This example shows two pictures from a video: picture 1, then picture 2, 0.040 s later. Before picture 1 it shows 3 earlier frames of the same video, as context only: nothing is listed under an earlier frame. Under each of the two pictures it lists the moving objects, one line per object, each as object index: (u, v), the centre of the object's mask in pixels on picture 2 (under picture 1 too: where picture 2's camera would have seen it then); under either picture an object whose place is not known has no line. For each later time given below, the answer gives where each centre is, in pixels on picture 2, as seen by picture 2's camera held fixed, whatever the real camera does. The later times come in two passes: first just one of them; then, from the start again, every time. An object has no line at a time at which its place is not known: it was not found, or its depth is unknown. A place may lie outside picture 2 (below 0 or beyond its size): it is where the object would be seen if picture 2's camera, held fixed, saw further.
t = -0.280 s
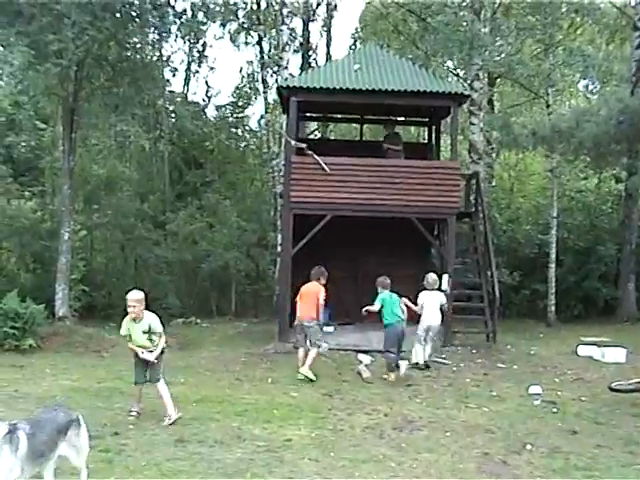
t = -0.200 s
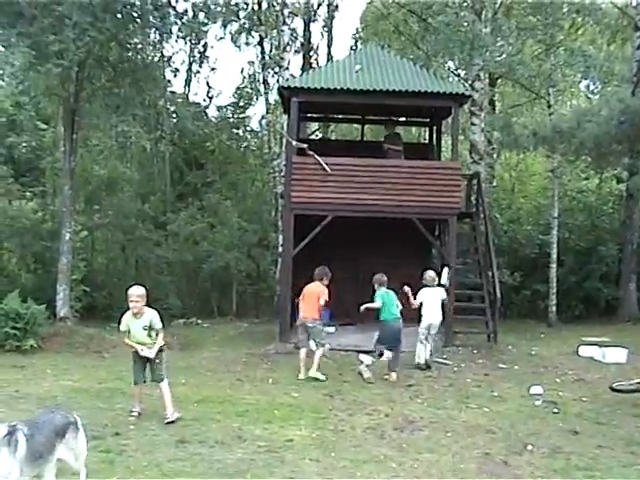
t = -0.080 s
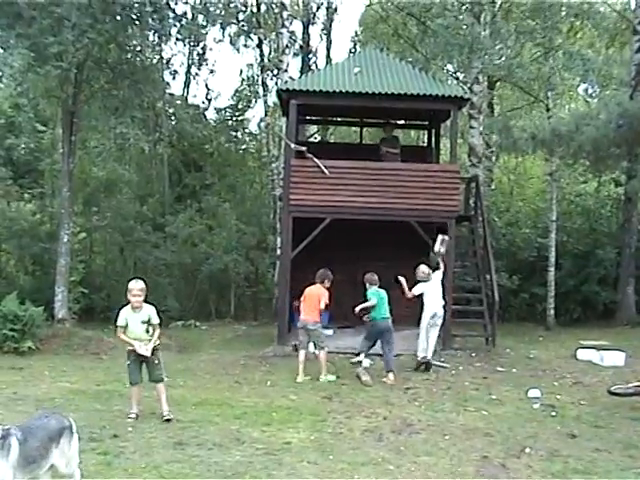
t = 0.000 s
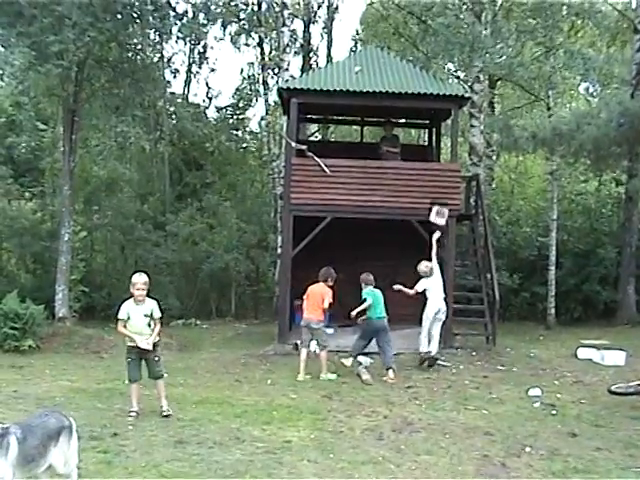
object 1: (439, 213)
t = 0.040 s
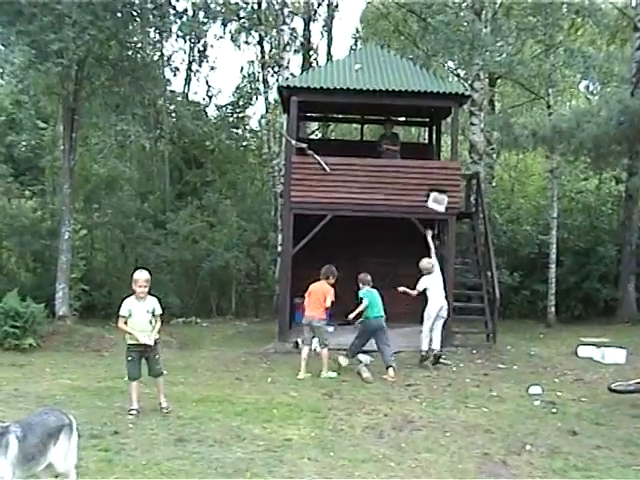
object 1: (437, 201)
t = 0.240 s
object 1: (429, 163)
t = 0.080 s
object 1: (436, 191)
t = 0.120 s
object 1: (434, 182)
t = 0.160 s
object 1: (433, 174)
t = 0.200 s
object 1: (432, 168)
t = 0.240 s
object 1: (429, 163)
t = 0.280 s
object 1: (428, 159)
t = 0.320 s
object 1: (426, 156)
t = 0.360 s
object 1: (425, 154)
